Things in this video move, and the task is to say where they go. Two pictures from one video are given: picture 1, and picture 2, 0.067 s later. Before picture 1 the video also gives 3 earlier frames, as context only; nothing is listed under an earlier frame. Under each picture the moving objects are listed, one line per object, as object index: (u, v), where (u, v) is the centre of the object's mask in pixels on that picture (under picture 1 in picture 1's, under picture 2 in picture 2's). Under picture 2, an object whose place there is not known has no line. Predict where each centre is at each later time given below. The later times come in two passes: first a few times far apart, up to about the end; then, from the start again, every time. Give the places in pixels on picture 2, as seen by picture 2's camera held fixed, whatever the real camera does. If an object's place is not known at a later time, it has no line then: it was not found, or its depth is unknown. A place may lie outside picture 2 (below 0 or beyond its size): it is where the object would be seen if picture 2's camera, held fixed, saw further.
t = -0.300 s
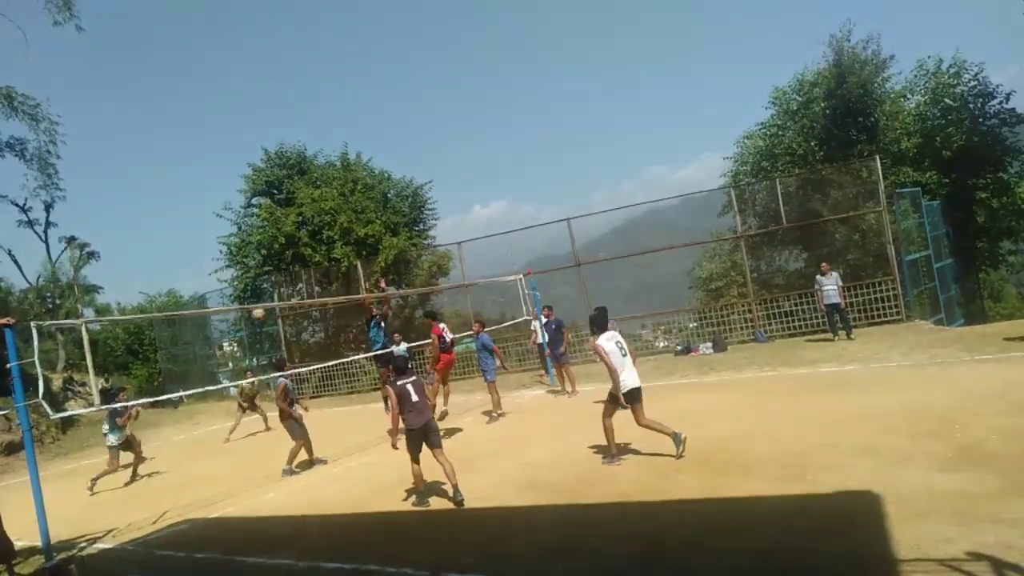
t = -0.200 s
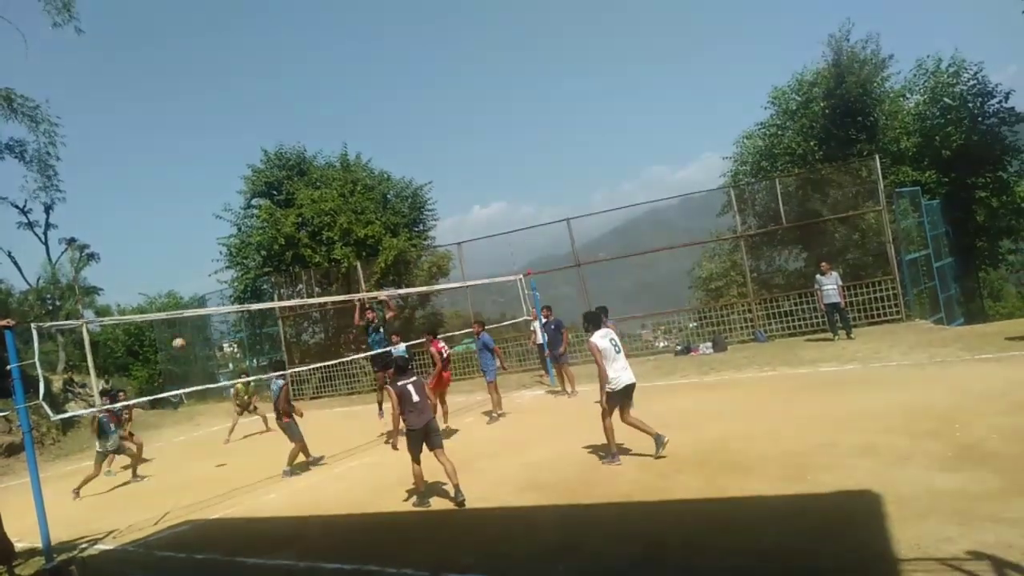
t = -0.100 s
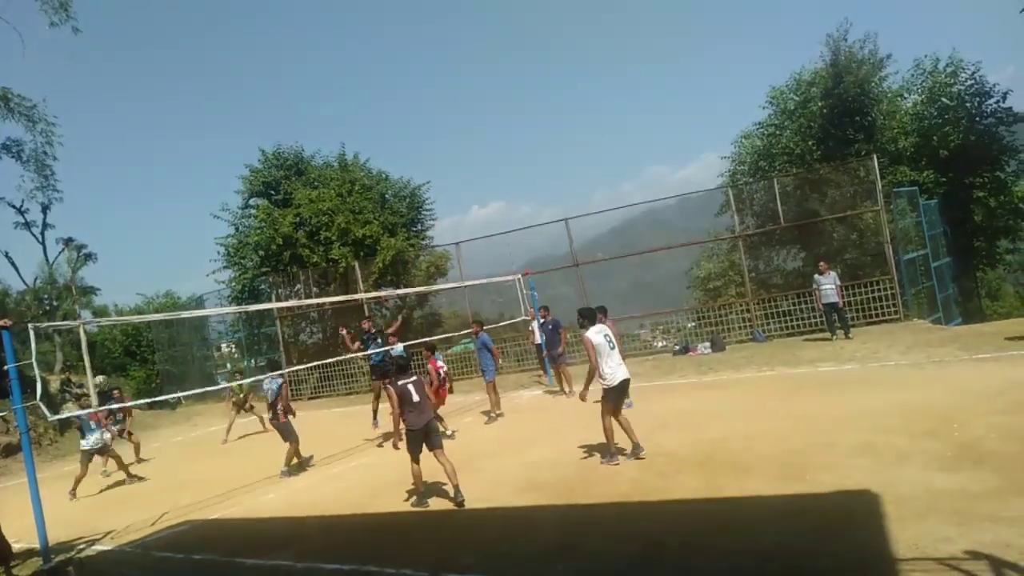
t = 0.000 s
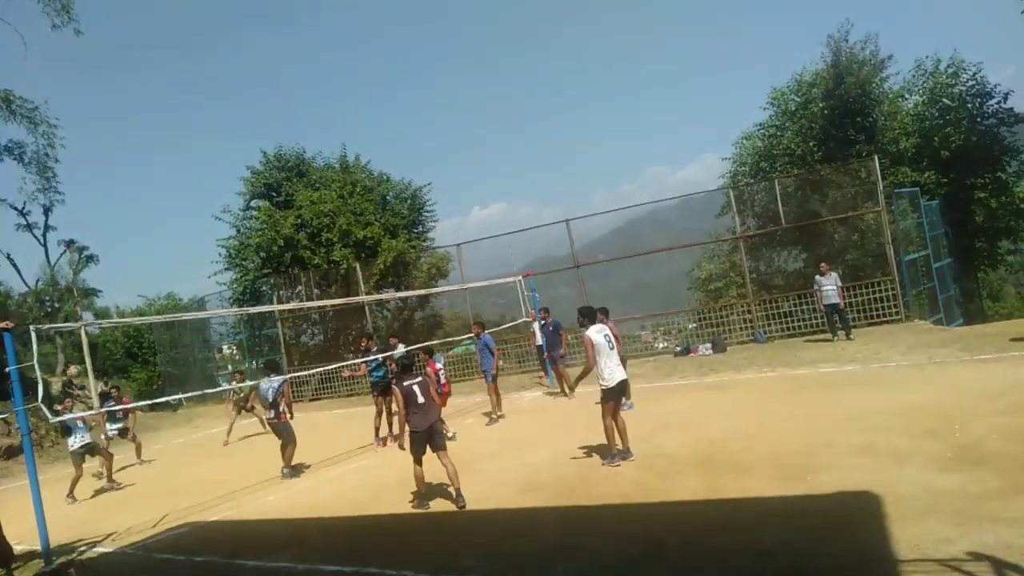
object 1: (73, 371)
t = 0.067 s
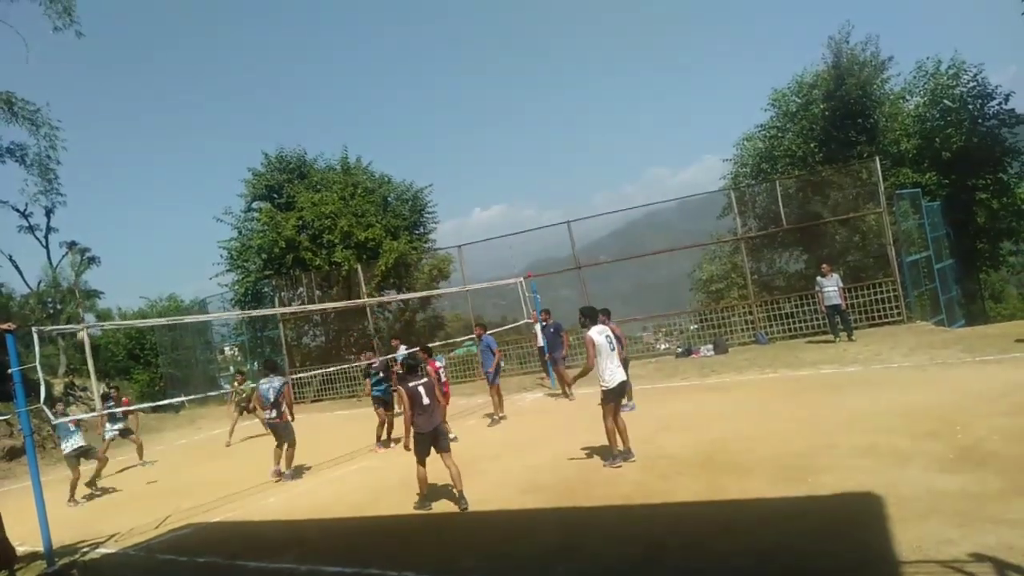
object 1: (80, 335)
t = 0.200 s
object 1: (101, 269)
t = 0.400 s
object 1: (132, 183)
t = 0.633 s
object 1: (180, 101)
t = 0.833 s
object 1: (231, 58)
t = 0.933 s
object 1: (261, 47)
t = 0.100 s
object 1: (87, 318)
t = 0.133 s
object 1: (93, 301)
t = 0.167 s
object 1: (97, 285)
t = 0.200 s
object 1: (101, 269)
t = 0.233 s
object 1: (106, 253)
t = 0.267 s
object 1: (110, 238)
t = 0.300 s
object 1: (116, 224)
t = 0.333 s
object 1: (121, 210)
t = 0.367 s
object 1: (126, 196)
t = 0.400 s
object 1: (132, 183)
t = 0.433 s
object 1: (138, 170)
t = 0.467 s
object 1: (144, 157)
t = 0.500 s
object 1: (150, 145)
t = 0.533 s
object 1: (157, 133)
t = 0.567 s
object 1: (165, 121)
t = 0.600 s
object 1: (172, 110)
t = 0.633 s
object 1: (180, 101)
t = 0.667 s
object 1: (188, 92)
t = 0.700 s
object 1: (197, 83)
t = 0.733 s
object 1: (205, 75)
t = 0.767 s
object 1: (214, 69)
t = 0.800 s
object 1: (222, 63)
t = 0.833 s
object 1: (231, 58)
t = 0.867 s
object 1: (241, 54)
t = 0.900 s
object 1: (251, 50)
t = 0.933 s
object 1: (261, 47)
